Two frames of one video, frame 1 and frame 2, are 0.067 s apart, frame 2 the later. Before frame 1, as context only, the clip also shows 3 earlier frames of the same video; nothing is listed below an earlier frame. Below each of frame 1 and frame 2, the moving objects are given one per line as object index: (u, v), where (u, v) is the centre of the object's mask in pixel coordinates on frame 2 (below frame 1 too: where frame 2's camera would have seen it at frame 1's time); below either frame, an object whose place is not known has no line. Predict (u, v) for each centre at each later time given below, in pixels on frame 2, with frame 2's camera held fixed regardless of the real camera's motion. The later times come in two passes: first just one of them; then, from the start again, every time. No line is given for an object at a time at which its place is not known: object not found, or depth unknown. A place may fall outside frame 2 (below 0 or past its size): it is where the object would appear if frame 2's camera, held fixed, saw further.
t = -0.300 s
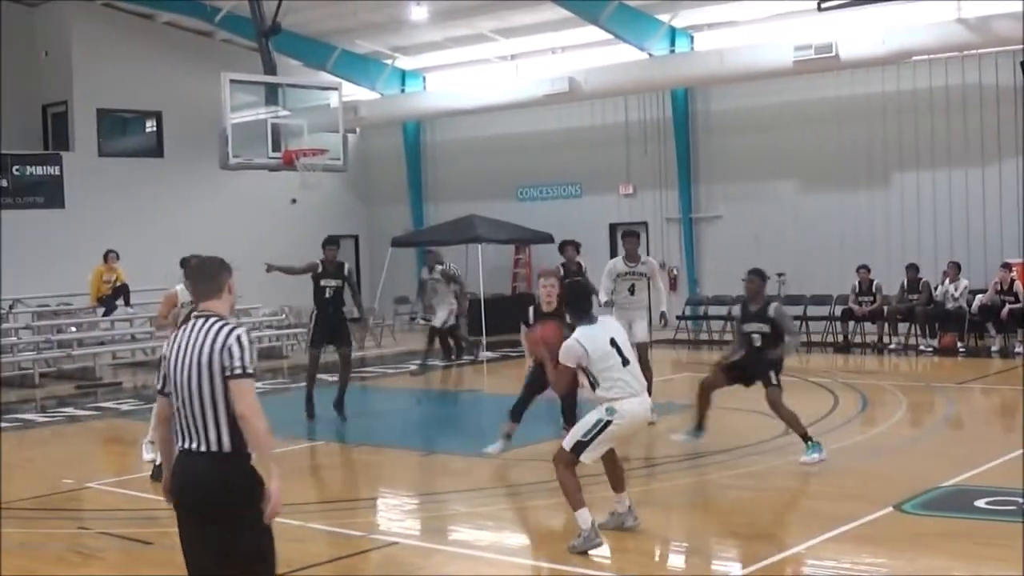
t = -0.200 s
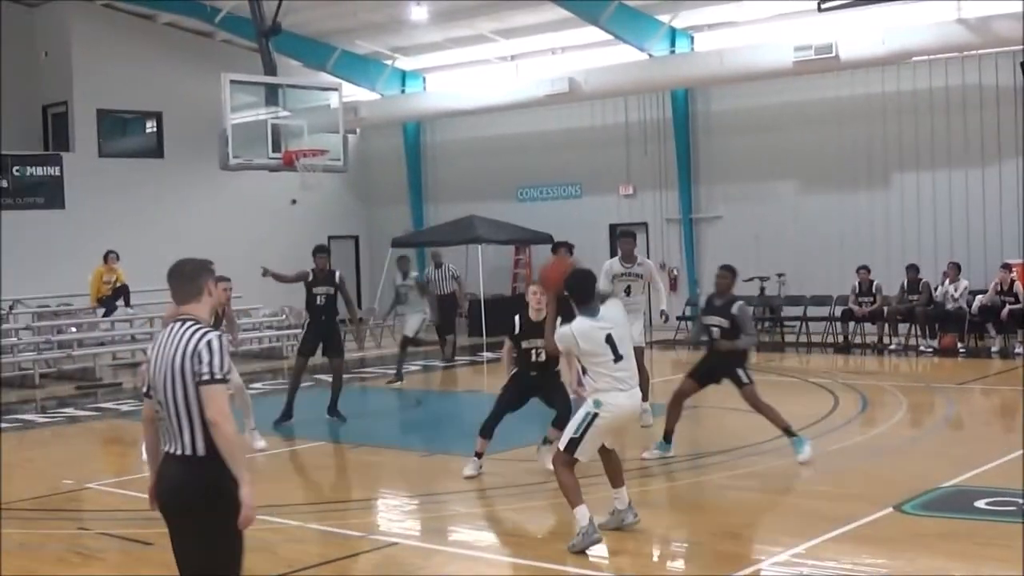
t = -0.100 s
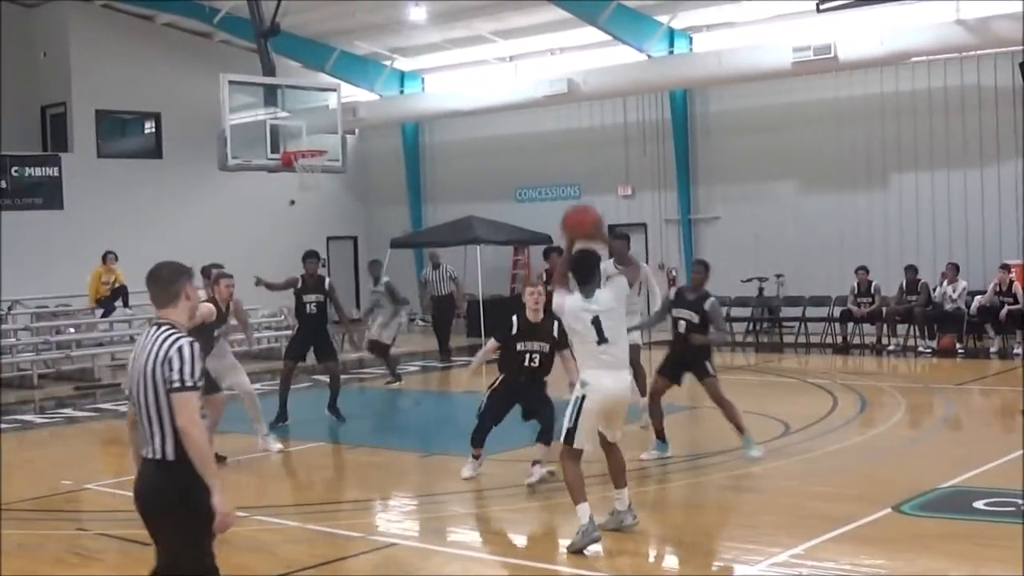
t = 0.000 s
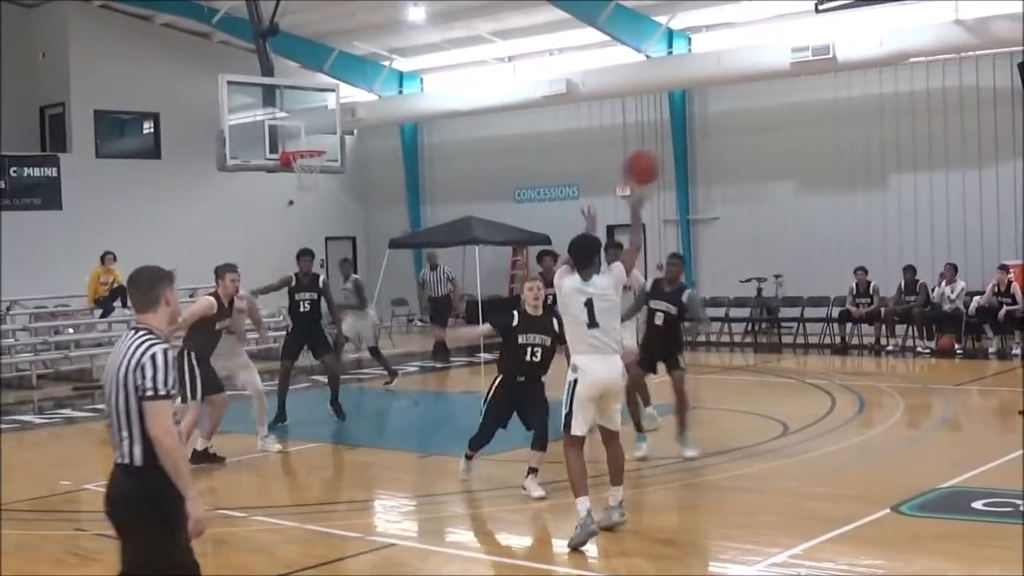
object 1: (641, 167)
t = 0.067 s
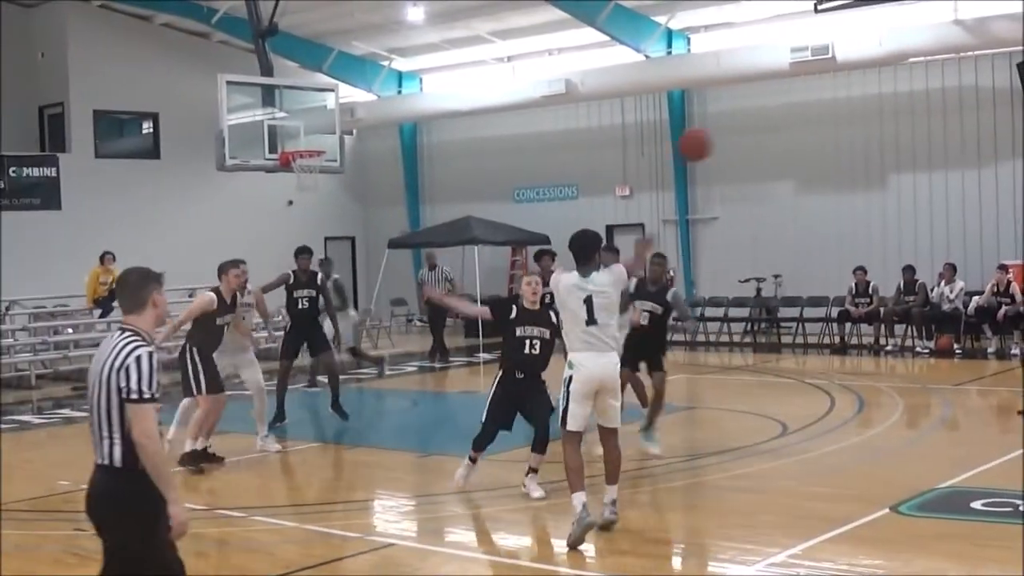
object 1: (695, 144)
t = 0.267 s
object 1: (826, 123)
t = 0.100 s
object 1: (719, 137)
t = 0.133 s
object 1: (742, 131)
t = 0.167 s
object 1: (764, 127)
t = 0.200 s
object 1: (785, 124)
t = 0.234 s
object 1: (806, 122)
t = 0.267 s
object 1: (826, 123)
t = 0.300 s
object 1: (843, 125)
